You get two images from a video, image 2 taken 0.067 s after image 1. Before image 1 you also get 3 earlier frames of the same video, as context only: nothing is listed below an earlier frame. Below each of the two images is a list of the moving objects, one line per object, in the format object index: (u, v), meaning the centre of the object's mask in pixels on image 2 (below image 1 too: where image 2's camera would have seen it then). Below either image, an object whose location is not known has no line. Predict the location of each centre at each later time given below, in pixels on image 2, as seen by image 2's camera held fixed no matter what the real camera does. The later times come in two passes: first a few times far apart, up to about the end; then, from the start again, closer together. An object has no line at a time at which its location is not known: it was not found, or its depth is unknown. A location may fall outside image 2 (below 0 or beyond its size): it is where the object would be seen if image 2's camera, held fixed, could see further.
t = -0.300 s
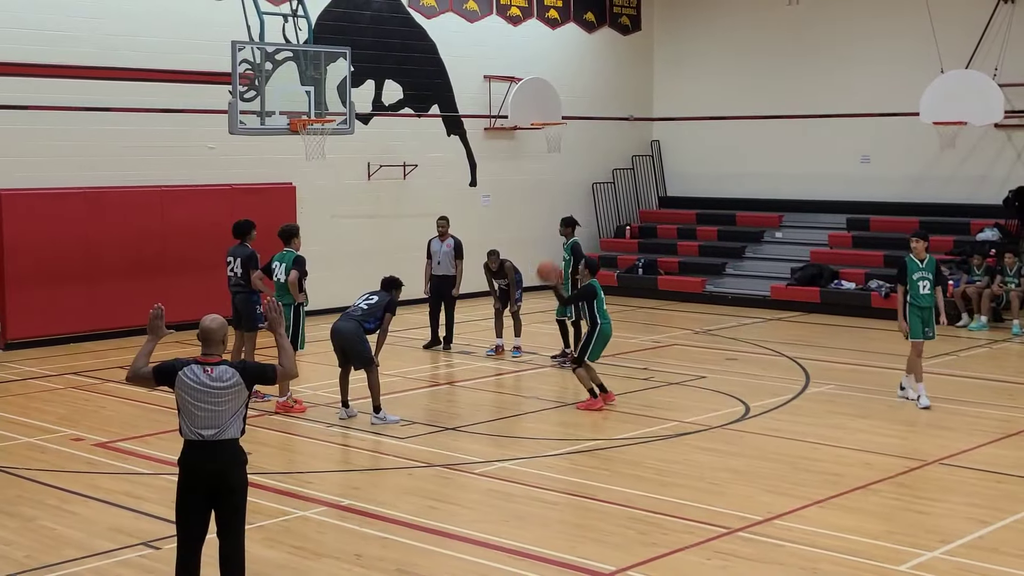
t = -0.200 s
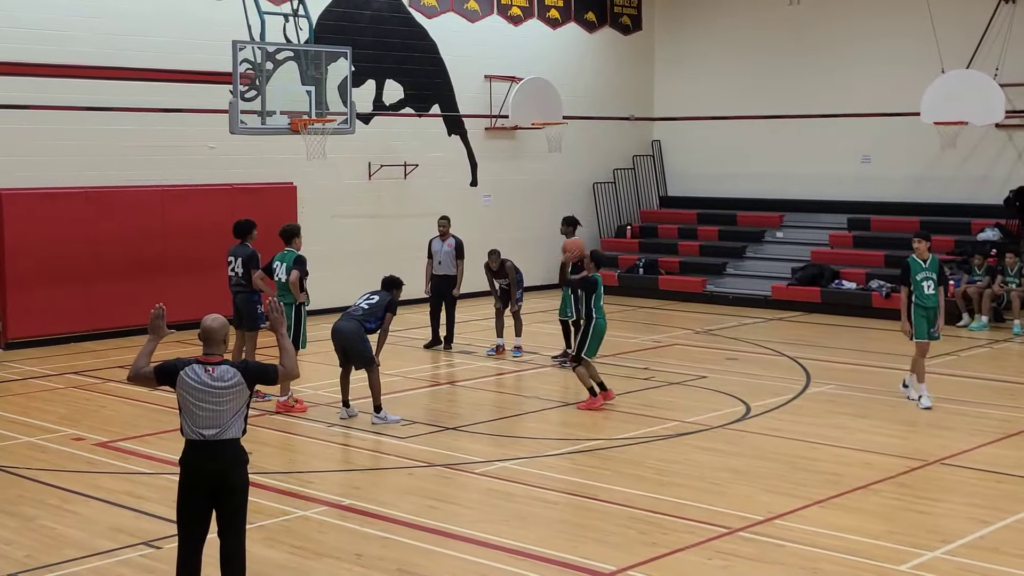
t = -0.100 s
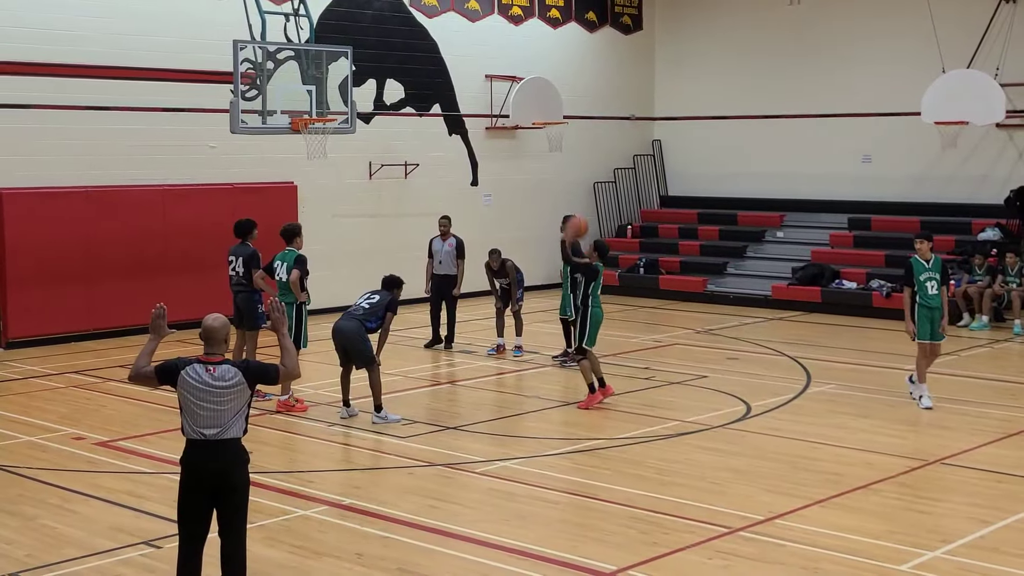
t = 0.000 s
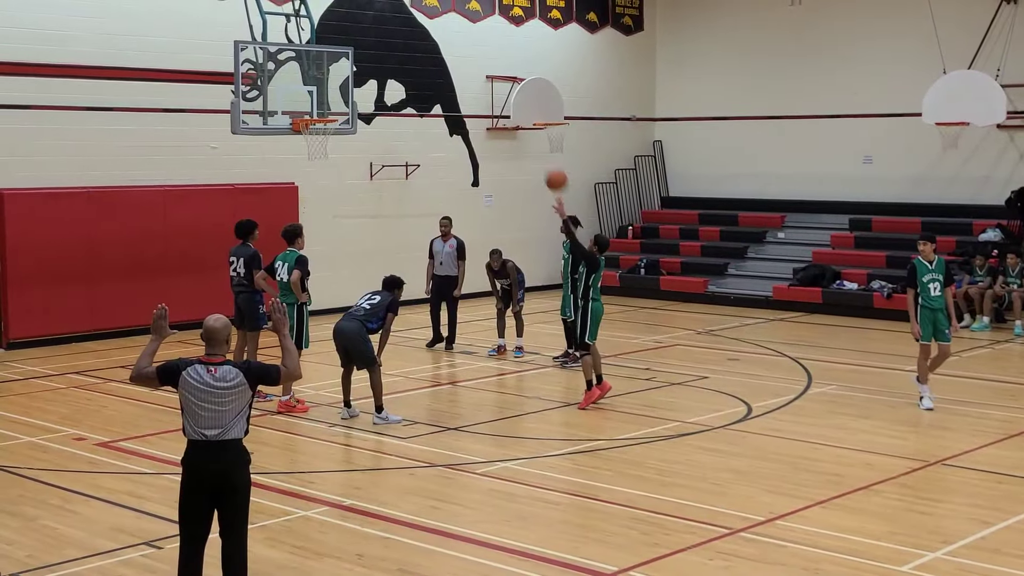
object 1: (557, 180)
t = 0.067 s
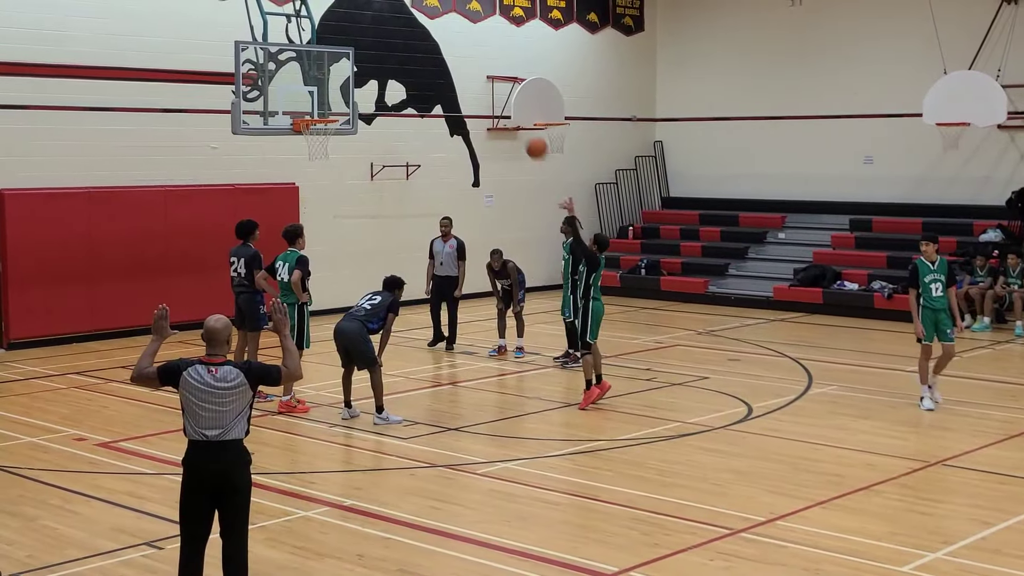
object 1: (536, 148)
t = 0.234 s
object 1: (488, 88)
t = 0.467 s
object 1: (426, 49)
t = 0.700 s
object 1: (369, 59)
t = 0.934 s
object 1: (318, 111)
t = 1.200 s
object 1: (310, 93)
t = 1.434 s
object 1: (332, 93)
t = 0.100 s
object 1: (526, 134)
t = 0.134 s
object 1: (517, 121)
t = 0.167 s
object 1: (507, 109)
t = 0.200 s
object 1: (498, 98)
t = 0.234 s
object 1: (488, 88)
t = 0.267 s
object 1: (479, 79)
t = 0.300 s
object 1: (470, 71)
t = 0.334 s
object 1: (461, 65)
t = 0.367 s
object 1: (451, 60)
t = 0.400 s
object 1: (442, 55)
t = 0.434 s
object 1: (434, 52)
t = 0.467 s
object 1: (426, 49)
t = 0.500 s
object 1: (417, 48)
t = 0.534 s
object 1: (409, 47)
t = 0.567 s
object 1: (401, 48)
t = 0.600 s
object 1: (393, 49)
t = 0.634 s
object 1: (385, 51)
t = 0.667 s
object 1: (376, 55)
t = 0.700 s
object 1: (369, 59)
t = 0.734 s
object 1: (362, 64)
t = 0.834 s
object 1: (339, 84)
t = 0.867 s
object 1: (331, 92)
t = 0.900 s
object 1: (325, 101)
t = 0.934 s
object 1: (318, 111)
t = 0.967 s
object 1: (315, 110)
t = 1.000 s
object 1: (312, 110)
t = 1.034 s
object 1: (309, 110)
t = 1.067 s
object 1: (307, 110)
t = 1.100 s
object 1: (307, 106)
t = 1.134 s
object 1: (307, 101)
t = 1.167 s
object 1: (307, 97)
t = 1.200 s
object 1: (310, 93)
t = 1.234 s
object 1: (313, 91)
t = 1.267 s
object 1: (316, 88)
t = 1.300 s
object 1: (318, 88)
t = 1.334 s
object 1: (322, 88)
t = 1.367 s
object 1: (326, 89)
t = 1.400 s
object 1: (328, 90)
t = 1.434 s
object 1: (332, 93)
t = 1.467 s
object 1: (335, 96)
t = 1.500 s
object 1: (337, 101)
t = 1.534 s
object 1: (341, 106)
